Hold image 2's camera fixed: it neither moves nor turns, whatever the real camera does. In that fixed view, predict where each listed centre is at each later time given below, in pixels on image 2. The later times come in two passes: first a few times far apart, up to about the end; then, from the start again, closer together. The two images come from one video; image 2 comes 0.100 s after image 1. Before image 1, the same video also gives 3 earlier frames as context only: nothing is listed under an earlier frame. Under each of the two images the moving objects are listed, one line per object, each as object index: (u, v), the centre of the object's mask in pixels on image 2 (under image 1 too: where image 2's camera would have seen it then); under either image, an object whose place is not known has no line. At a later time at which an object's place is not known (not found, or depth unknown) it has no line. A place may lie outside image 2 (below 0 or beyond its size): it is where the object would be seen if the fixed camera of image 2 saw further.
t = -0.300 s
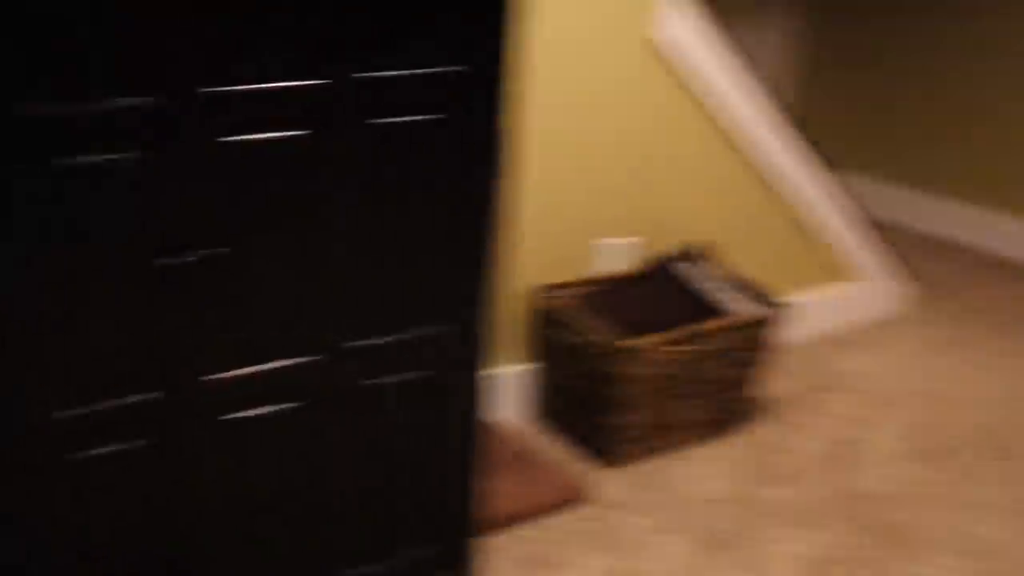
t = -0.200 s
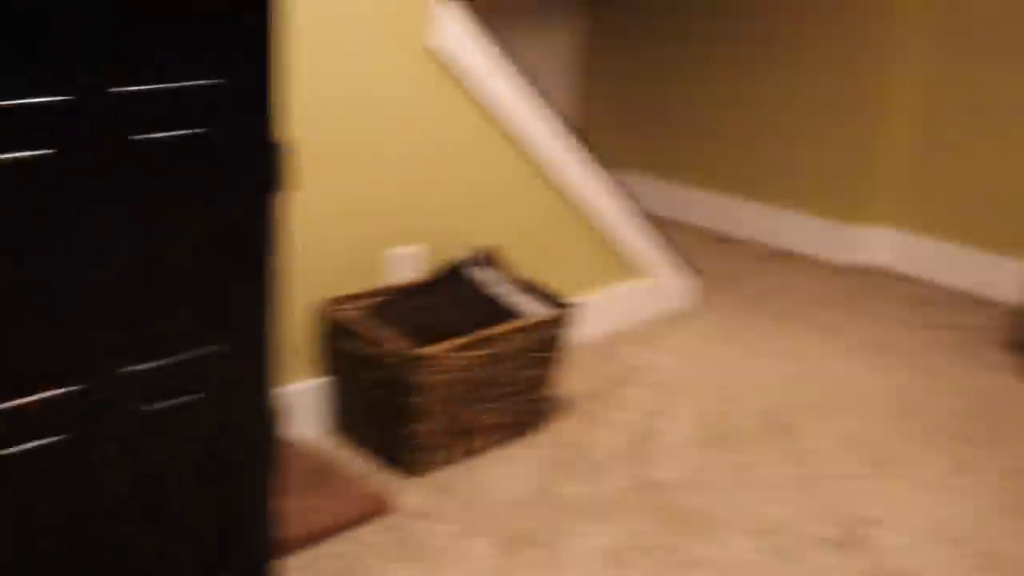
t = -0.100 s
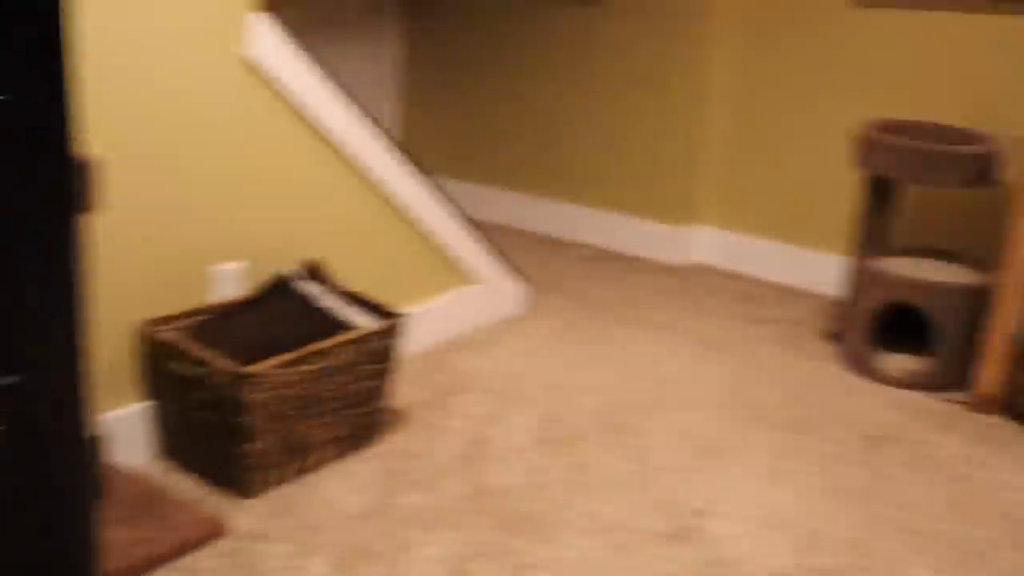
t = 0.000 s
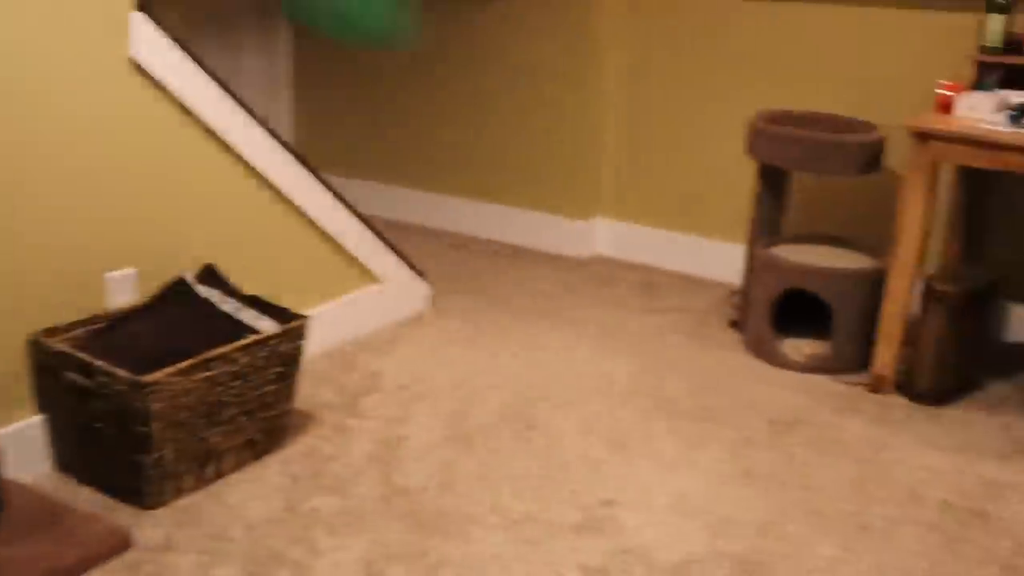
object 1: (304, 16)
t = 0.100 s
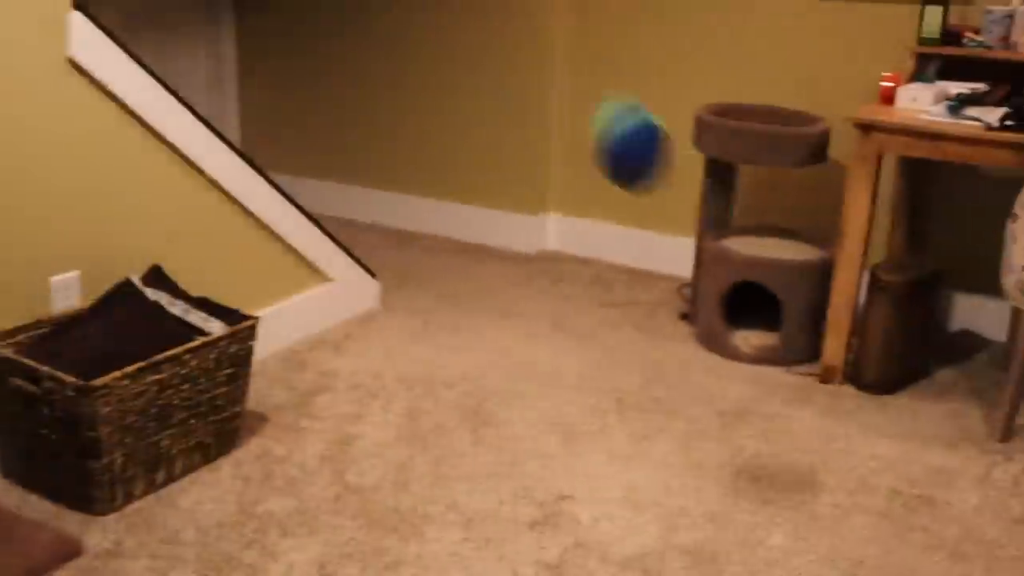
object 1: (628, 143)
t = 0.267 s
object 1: (767, 334)
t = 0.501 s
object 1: (566, 194)
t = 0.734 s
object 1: (363, 173)
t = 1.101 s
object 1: (257, 382)
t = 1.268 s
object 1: (273, 389)
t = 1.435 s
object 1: (292, 383)
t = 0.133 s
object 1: (697, 191)
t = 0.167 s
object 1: (748, 232)
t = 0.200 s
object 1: (782, 273)
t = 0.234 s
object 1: (811, 306)
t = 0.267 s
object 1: (767, 334)
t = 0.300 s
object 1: (715, 354)
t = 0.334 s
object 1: (690, 319)
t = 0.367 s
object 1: (667, 290)
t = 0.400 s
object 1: (643, 261)
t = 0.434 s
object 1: (618, 235)
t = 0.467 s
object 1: (592, 213)
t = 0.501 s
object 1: (566, 194)
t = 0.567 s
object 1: (510, 168)
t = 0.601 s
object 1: (482, 159)
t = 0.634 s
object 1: (453, 158)
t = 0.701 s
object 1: (394, 166)
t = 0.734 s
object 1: (363, 173)
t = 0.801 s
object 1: (307, 206)
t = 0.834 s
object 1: (276, 230)
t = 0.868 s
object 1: (248, 257)
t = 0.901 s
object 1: (220, 285)
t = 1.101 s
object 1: (257, 382)
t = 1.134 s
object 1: (260, 391)
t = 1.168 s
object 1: (263, 385)
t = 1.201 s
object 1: (266, 381)
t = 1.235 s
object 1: (270, 386)
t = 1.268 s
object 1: (273, 389)
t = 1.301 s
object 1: (276, 387)
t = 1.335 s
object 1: (281, 385)
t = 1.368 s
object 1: (285, 385)
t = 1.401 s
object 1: (288, 383)
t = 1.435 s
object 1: (292, 383)
